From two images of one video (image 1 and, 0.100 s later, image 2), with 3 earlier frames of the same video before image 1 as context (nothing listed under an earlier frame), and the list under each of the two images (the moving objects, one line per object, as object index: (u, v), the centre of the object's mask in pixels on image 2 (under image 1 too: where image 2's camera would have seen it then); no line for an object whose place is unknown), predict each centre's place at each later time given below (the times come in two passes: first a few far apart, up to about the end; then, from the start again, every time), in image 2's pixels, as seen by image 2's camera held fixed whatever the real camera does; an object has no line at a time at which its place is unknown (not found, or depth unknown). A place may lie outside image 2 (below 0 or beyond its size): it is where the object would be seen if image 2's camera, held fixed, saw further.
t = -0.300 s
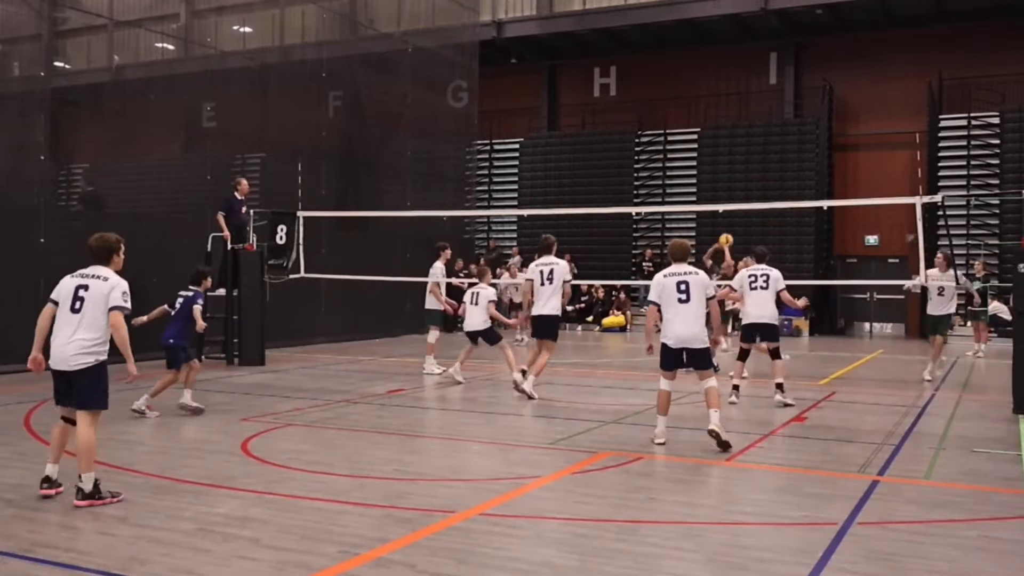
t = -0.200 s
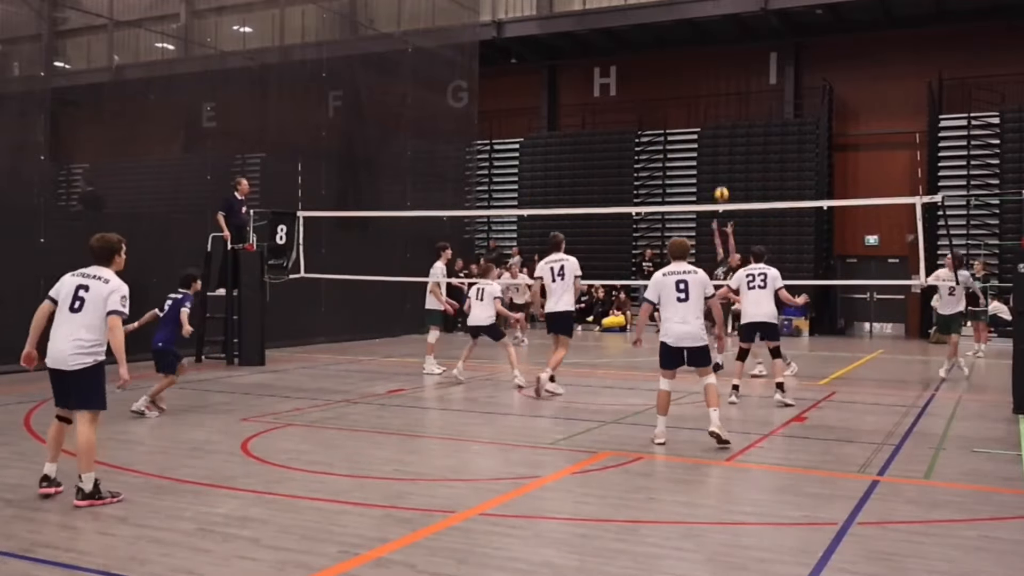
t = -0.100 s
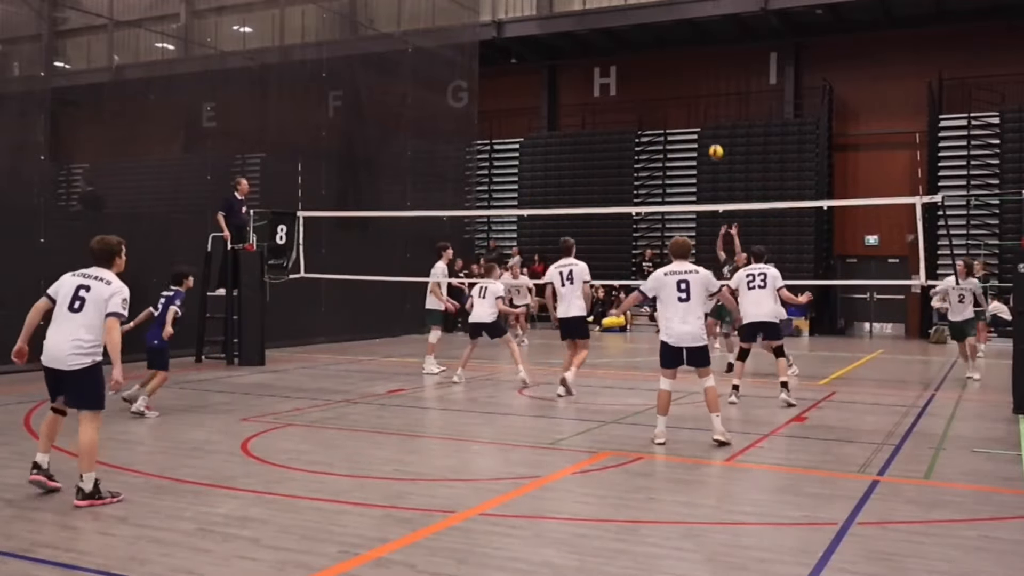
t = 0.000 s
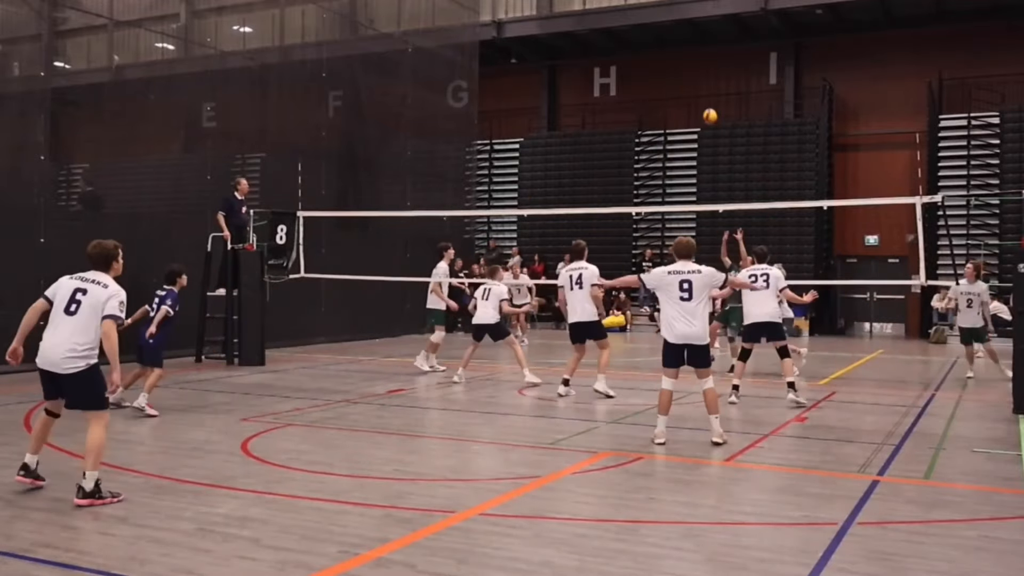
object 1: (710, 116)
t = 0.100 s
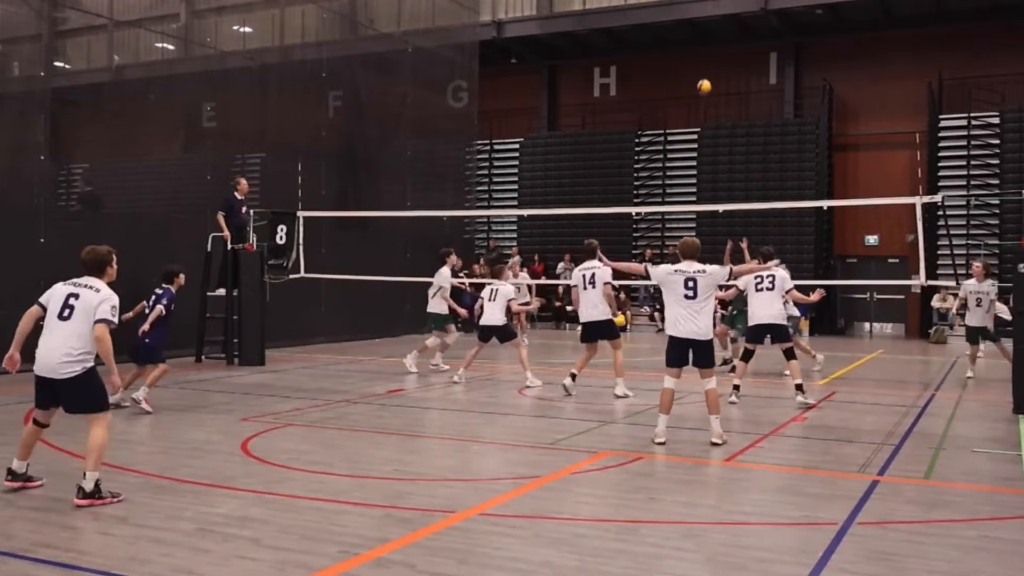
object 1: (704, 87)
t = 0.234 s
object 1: (697, 57)
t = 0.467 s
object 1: (684, 35)
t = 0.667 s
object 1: (672, 43)
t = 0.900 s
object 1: (658, 87)
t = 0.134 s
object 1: (702, 78)
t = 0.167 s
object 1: (700, 70)
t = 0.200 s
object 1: (699, 64)
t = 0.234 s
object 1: (697, 57)
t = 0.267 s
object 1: (695, 52)
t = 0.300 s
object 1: (693, 47)
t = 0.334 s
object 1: (692, 43)
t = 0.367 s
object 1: (690, 40)
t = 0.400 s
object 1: (688, 37)
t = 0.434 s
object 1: (686, 36)
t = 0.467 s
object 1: (684, 35)
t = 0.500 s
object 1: (682, 34)
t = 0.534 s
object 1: (680, 34)
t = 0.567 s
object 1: (678, 36)
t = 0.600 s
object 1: (676, 37)
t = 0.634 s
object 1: (674, 40)
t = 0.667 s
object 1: (672, 43)
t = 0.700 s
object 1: (670, 47)
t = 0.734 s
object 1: (668, 52)
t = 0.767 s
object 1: (666, 58)
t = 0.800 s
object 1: (664, 64)
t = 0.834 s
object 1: (662, 71)
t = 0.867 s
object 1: (660, 78)
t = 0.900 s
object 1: (658, 87)
